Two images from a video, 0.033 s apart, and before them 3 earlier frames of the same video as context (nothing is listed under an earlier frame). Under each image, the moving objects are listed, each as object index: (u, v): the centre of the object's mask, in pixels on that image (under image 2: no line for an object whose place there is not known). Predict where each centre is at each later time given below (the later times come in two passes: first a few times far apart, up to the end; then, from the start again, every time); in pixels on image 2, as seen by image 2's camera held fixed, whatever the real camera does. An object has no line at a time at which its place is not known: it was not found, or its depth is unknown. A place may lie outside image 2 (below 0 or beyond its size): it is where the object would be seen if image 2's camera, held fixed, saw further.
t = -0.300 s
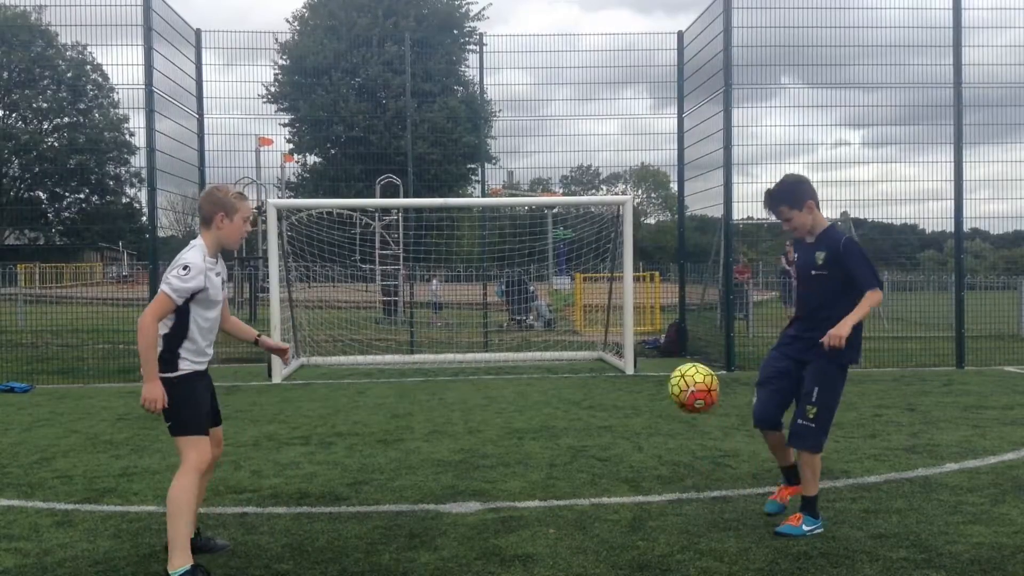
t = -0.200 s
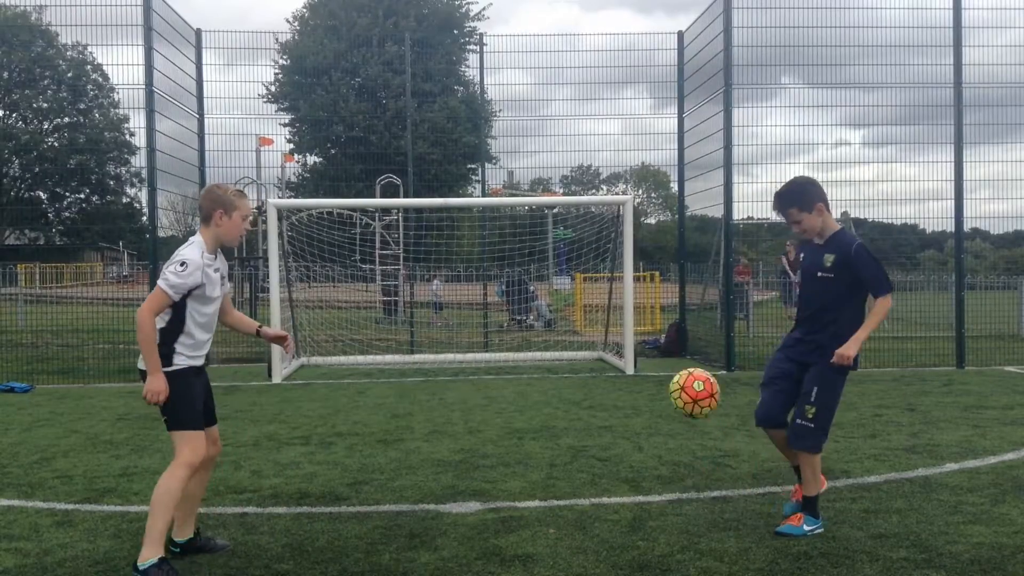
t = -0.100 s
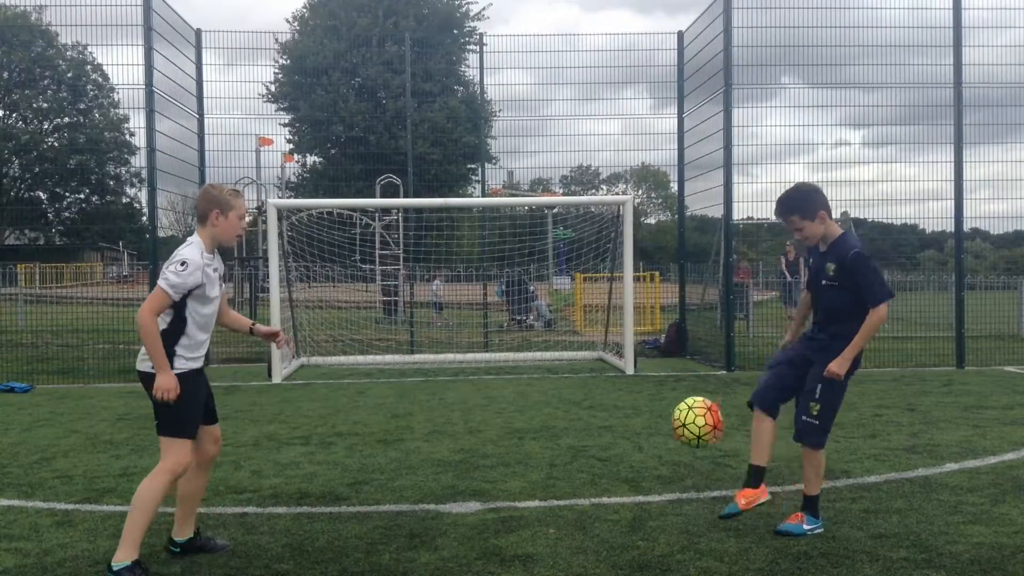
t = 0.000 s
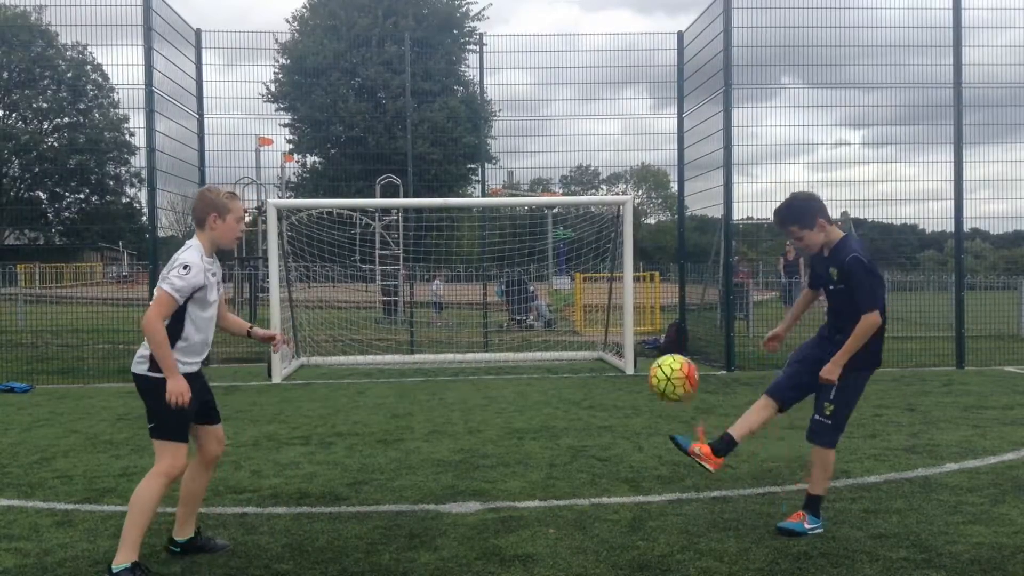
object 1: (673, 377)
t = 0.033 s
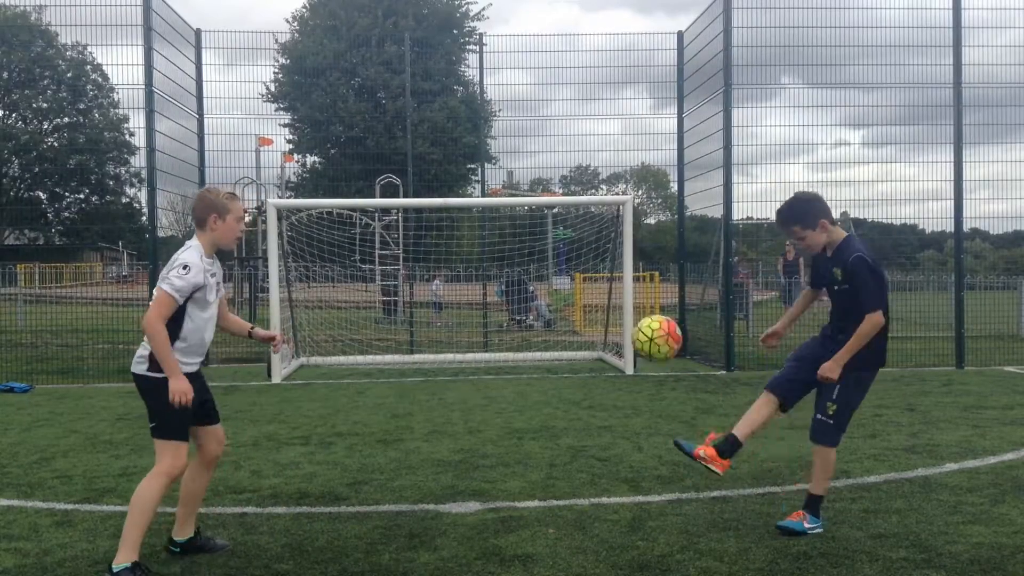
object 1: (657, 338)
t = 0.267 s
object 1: (554, 138)
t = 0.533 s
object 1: (449, 60)
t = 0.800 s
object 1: (362, 133)
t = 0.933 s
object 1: (326, 221)
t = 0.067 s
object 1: (641, 302)
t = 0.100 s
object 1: (626, 268)
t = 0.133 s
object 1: (611, 236)
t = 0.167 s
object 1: (597, 207)
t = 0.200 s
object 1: (582, 182)
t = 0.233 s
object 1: (568, 159)
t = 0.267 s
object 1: (554, 138)
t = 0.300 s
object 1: (540, 120)
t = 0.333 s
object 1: (526, 104)
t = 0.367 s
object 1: (513, 91)
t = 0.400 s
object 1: (500, 80)
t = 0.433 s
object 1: (486, 71)
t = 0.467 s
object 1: (474, 64)
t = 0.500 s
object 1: (461, 61)
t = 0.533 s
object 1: (449, 60)
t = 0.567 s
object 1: (438, 61)
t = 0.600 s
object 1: (426, 64)
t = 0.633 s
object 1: (414, 70)
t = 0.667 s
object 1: (403, 78)
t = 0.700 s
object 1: (393, 89)
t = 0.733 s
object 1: (383, 101)
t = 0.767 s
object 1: (372, 115)
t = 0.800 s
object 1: (362, 133)
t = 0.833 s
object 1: (353, 152)
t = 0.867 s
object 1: (344, 174)
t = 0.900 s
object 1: (334, 197)
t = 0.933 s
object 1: (326, 221)
